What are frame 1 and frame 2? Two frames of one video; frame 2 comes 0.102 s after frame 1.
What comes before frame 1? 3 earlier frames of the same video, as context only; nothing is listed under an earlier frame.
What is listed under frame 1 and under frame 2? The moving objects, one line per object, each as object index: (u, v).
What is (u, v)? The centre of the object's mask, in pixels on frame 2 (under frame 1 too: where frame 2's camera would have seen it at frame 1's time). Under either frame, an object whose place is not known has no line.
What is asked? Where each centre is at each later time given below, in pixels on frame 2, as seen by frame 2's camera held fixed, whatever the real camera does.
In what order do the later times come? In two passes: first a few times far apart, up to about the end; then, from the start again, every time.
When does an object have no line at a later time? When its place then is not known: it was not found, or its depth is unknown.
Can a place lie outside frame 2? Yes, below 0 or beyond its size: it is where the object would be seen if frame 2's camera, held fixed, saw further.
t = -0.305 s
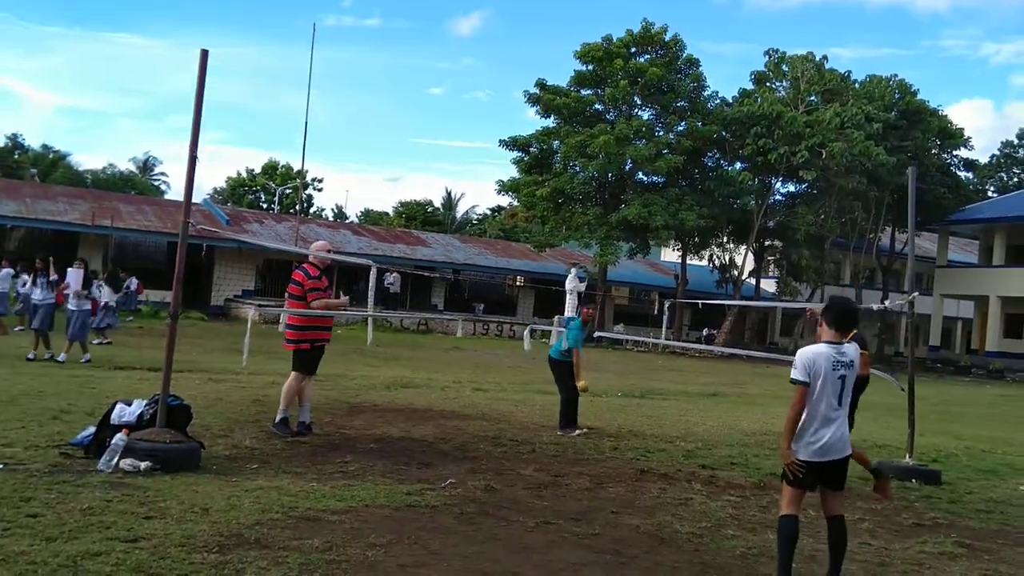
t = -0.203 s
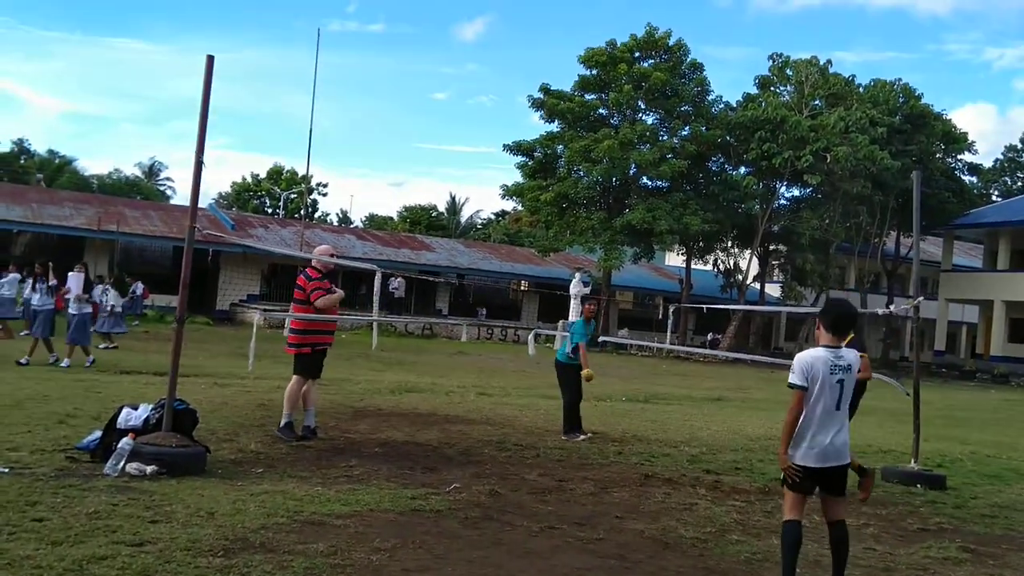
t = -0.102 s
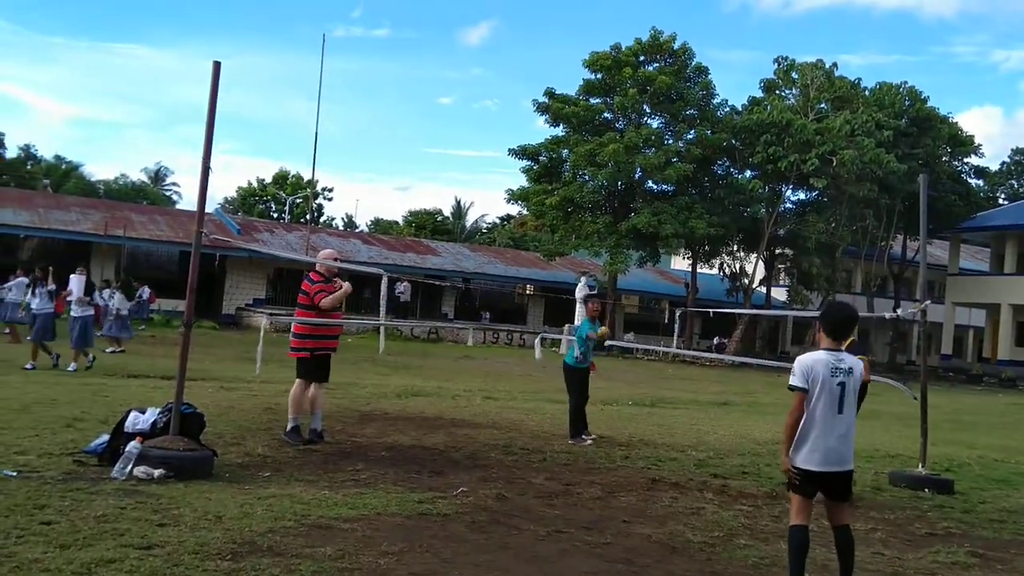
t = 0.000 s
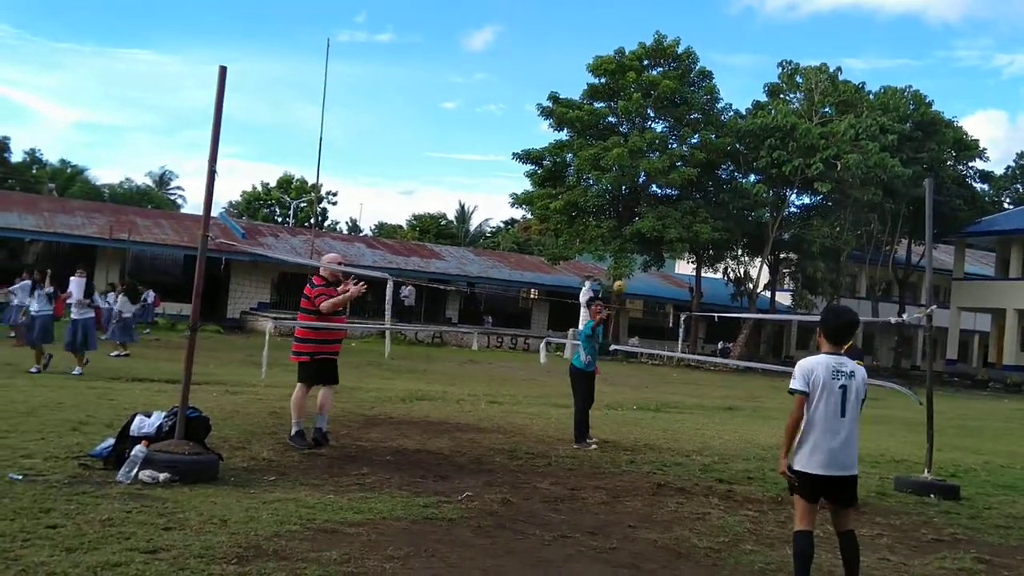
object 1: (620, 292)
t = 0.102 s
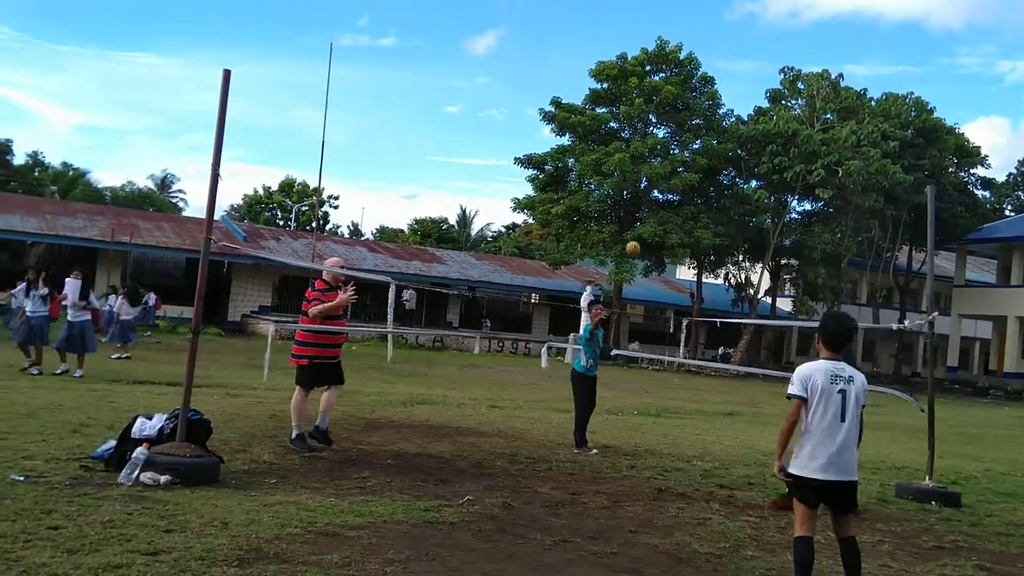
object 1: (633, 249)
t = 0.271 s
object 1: (652, 193)
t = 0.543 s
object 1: (681, 165)
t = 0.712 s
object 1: (697, 196)
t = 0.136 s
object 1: (637, 235)
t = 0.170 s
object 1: (640, 222)
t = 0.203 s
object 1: (644, 212)
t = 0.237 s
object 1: (649, 203)
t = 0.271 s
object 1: (652, 193)
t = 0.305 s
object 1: (657, 186)
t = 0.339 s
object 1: (660, 179)
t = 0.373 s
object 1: (664, 173)
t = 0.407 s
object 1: (667, 169)
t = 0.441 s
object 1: (670, 166)
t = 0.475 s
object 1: (674, 165)
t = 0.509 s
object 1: (677, 165)
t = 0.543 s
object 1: (681, 165)
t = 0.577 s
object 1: (685, 168)
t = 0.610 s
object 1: (687, 172)
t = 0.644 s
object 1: (690, 179)
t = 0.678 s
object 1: (694, 185)
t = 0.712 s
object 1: (697, 196)
